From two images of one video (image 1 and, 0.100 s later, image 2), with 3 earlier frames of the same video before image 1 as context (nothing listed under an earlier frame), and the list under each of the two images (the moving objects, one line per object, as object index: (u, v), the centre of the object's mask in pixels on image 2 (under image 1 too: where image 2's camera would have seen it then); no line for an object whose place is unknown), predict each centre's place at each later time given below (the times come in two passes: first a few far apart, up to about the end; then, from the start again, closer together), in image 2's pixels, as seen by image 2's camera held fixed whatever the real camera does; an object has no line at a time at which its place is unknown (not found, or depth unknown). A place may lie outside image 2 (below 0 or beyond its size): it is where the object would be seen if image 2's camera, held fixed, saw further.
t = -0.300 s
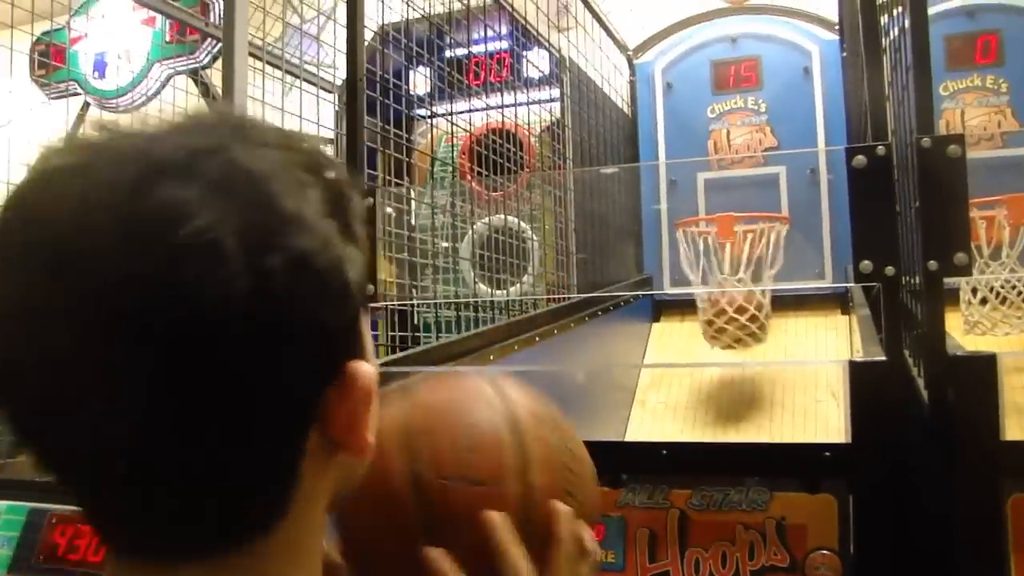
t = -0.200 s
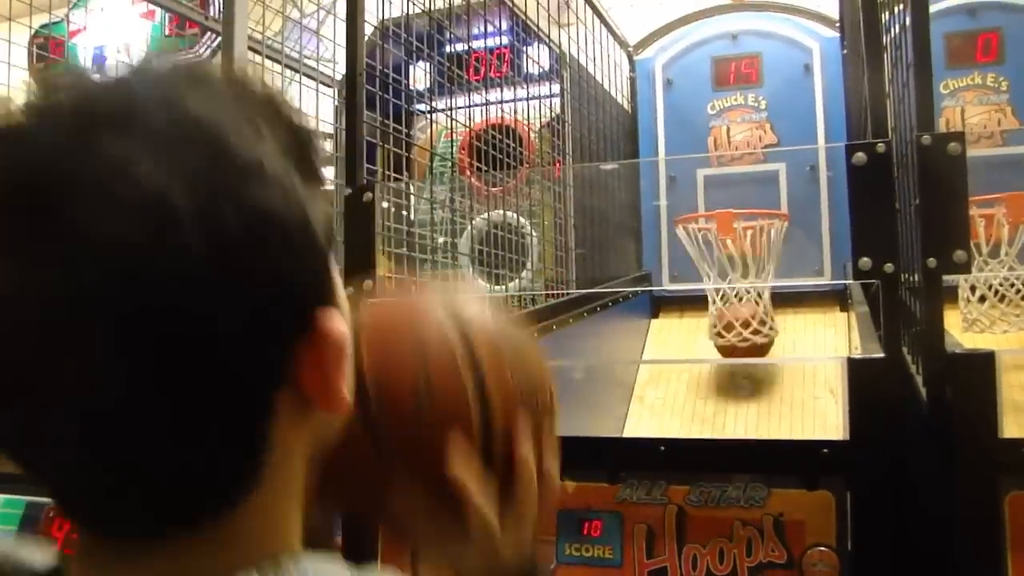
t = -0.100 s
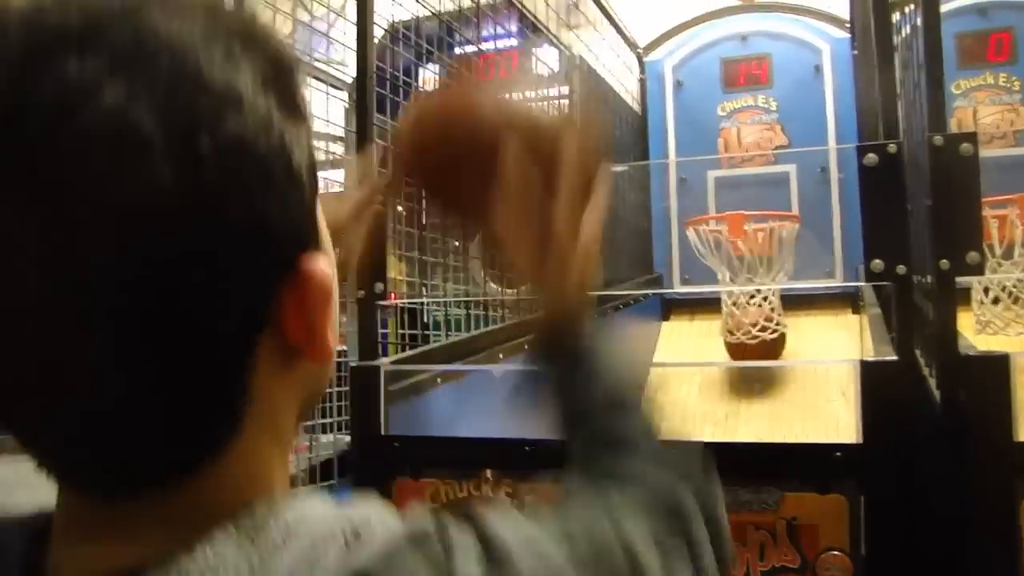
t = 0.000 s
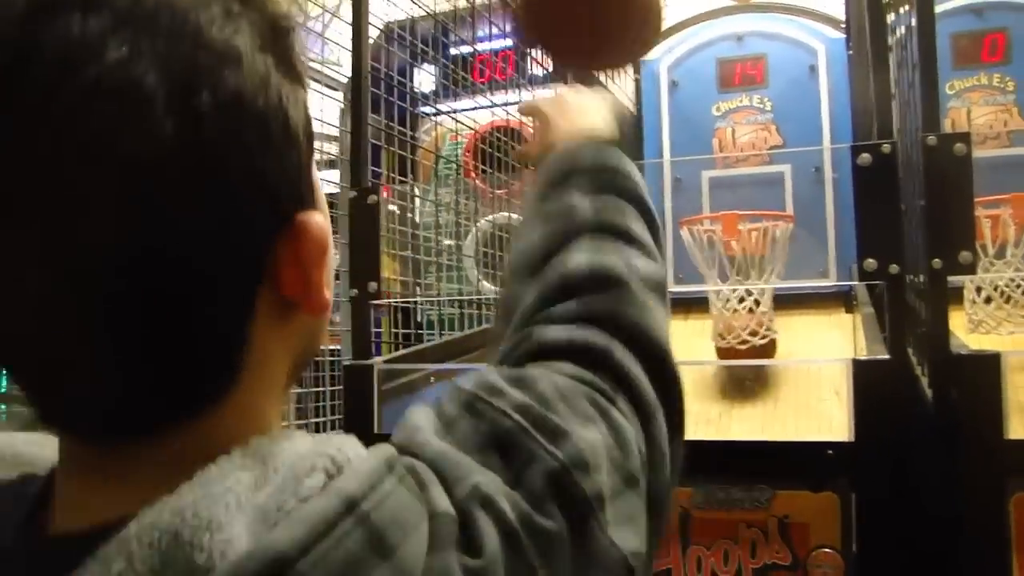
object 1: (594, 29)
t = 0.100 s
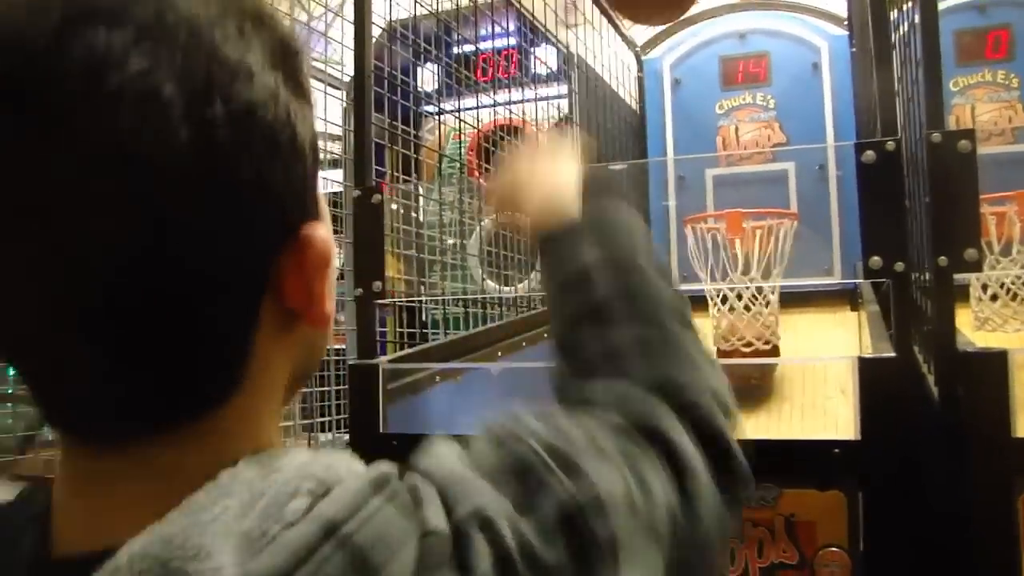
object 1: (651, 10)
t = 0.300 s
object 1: (717, 36)
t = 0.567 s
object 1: (762, 196)
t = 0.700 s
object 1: (723, 210)
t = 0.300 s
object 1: (717, 36)
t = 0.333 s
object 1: (726, 48)
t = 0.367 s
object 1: (734, 66)
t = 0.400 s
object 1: (740, 87)
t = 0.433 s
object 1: (747, 111)
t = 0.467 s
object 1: (752, 136)
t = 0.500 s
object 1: (759, 171)
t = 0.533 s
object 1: (766, 191)
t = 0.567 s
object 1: (762, 196)
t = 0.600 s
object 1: (745, 200)
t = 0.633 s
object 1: (722, 203)
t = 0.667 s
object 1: (715, 203)
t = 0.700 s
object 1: (723, 210)
